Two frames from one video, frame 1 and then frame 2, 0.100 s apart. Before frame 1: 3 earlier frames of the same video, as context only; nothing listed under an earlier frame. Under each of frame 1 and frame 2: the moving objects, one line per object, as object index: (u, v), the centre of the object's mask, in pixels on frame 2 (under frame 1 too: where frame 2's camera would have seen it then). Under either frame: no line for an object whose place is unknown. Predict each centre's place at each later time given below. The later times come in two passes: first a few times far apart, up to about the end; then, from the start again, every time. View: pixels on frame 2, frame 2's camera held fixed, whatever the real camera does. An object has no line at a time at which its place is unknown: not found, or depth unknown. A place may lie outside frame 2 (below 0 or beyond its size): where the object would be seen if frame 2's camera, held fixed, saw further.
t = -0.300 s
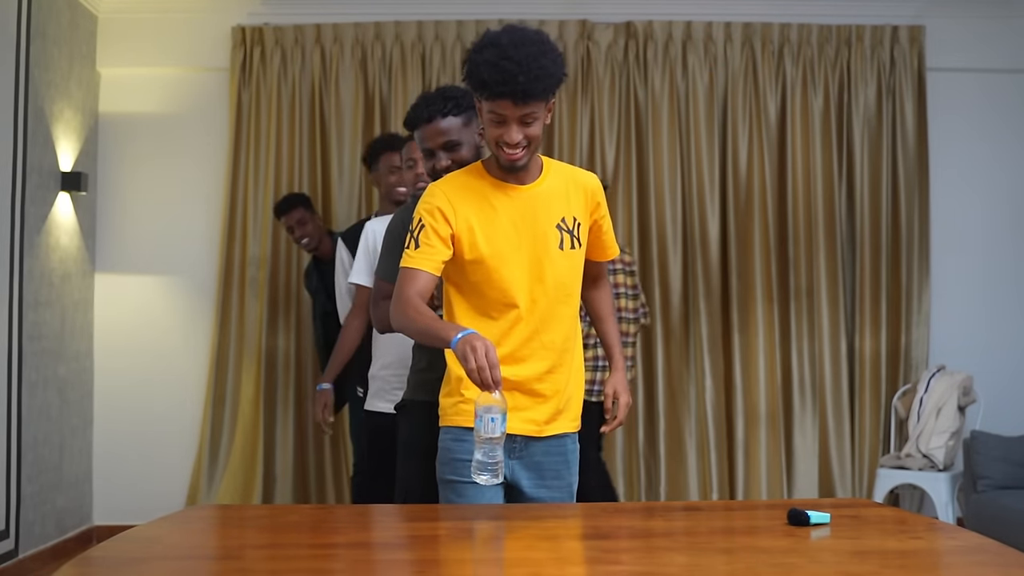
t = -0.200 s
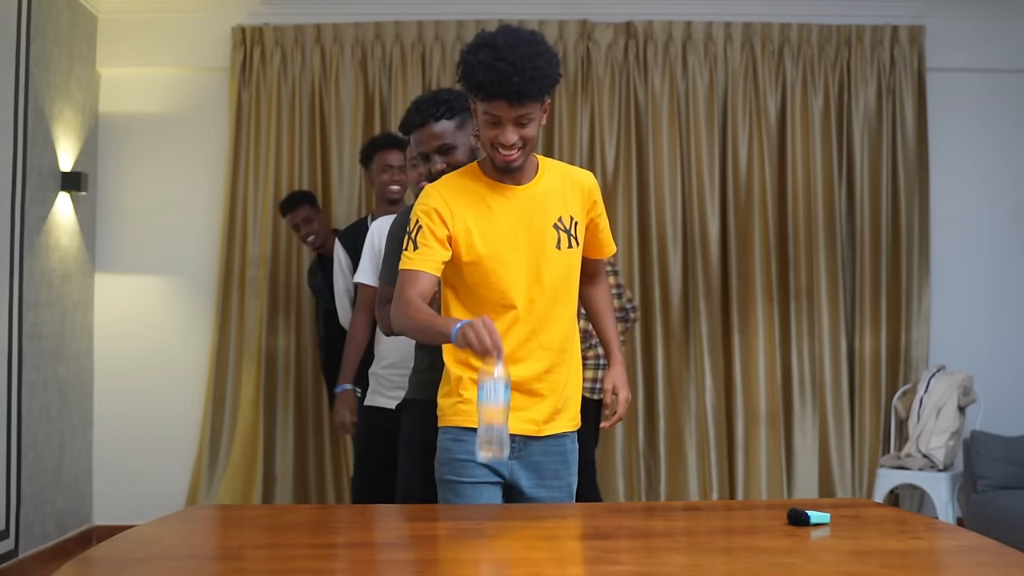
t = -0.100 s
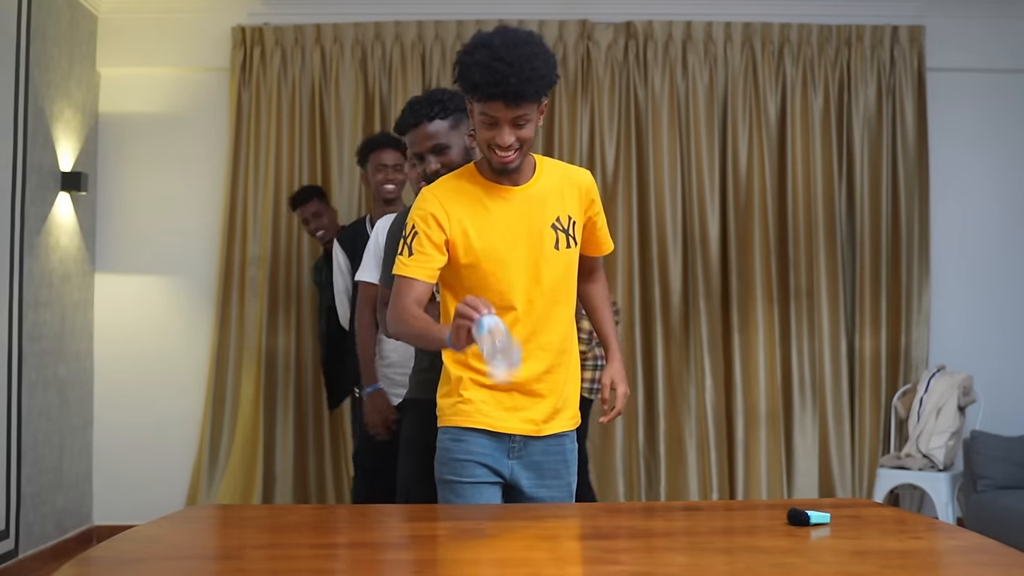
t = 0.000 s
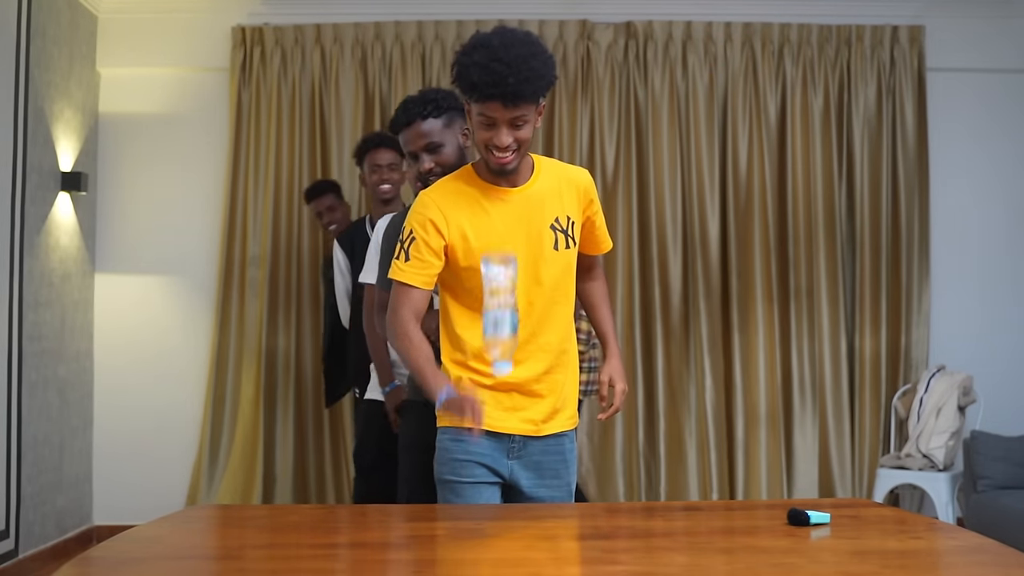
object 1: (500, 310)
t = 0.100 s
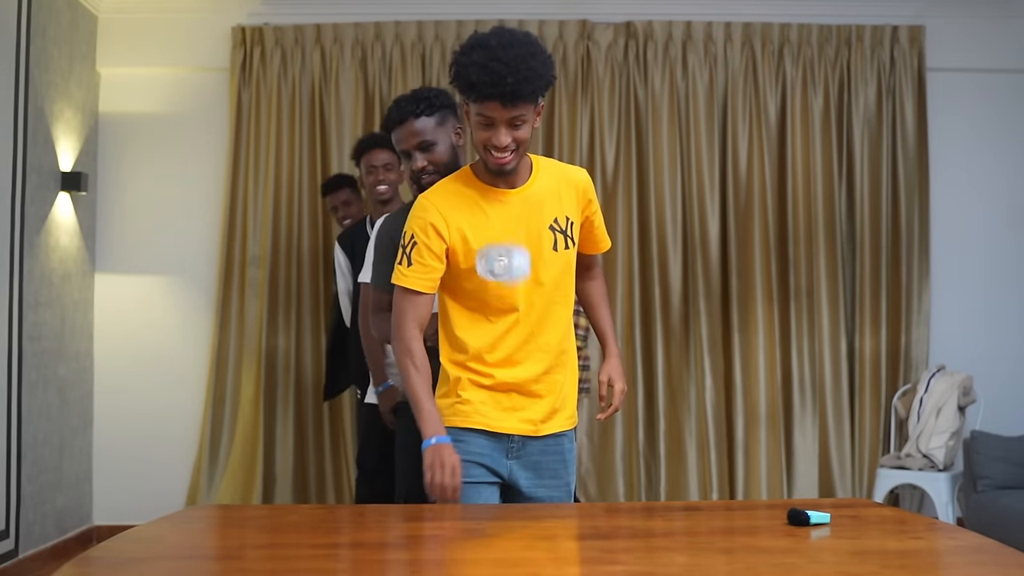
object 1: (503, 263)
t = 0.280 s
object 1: (499, 351)
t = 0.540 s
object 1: (488, 507)
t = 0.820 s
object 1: (475, 508)
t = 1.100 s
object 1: (477, 508)
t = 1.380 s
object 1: (478, 508)
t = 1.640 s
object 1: (474, 508)
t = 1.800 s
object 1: (476, 508)
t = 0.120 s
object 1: (503, 260)
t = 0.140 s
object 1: (503, 261)
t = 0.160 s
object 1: (502, 265)
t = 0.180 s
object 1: (502, 271)
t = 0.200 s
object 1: (501, 282)
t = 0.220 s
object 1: (501, 296)
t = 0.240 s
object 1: (500, 311)
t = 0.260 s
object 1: (499, 329)
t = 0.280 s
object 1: (499, 351)
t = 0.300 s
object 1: (498, 380)
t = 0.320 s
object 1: (498, 408)
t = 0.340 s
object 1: (498, 439)
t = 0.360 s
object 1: (497, 469)
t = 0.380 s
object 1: (496, 478)
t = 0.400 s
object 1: (493, 484)
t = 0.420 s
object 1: (491, 495)
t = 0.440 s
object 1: (491, 505)
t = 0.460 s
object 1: (490, 506)
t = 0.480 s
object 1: (489, 507)
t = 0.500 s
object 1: (489, 507)
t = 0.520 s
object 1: (488, 507)
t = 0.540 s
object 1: (488, 507)
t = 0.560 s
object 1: (487, 508)
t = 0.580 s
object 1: (486, 508)
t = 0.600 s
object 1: (486, 508)
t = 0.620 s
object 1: (485, 508)
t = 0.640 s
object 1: (484, 508)
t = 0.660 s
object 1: (483, 508)
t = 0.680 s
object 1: (481, 508)
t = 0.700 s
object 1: (480, 508)
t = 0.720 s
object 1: (479, 508)
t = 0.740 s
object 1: (478, 508)
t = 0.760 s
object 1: (478, 508)
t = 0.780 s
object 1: (477, 508)
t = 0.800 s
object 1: (476, 508)
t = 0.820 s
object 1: (475, 508)
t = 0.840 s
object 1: (475, 508)
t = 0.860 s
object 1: (475, 508)
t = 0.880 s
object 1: (474, 508)
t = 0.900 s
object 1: (474, 508)
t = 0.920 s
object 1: (473, 508)
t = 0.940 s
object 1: (472, 508)
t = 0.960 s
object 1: (472, 508)
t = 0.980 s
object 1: (472, 508)
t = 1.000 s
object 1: (472, 508)
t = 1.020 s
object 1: (473, 508)
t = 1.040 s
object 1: (474, 508)
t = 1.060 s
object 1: (475, 508)
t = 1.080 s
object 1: (476, 508)
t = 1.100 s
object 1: (477, 508)
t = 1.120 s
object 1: (477, 508)
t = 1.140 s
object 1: (477, 508)
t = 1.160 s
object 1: (476, 508)
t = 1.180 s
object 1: (476, 508)
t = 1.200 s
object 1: (476, 508)
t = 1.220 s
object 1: (477, 508)
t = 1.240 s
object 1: (478, 508)
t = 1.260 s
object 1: (479, 508)
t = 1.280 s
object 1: (480, 508)
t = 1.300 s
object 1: (480, 508)
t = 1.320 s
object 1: (480, 508)
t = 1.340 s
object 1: (479, 508)
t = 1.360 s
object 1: (479, 508)
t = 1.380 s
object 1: (478, 508)
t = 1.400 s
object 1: (477, 508)
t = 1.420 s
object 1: (476, 508)
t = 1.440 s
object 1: (476, 508)
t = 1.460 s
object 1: (477, 508)
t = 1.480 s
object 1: (477, 508)
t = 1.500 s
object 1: (477, 508)
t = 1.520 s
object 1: (476, 508)
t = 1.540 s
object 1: (476, 508)
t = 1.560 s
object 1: (475, 508)
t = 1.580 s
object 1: (474, 508)
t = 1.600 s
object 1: (474, 508)
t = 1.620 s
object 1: (474, 508)
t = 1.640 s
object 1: (474, 508)
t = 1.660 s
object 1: (475, 508)
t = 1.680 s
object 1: (476, 508)
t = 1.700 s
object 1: (477, 508)
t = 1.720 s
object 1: (477, 508)
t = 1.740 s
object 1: (477, 508)
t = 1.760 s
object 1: (477, 508)
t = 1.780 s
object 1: (476, 508)
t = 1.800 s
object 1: (476, 508)
